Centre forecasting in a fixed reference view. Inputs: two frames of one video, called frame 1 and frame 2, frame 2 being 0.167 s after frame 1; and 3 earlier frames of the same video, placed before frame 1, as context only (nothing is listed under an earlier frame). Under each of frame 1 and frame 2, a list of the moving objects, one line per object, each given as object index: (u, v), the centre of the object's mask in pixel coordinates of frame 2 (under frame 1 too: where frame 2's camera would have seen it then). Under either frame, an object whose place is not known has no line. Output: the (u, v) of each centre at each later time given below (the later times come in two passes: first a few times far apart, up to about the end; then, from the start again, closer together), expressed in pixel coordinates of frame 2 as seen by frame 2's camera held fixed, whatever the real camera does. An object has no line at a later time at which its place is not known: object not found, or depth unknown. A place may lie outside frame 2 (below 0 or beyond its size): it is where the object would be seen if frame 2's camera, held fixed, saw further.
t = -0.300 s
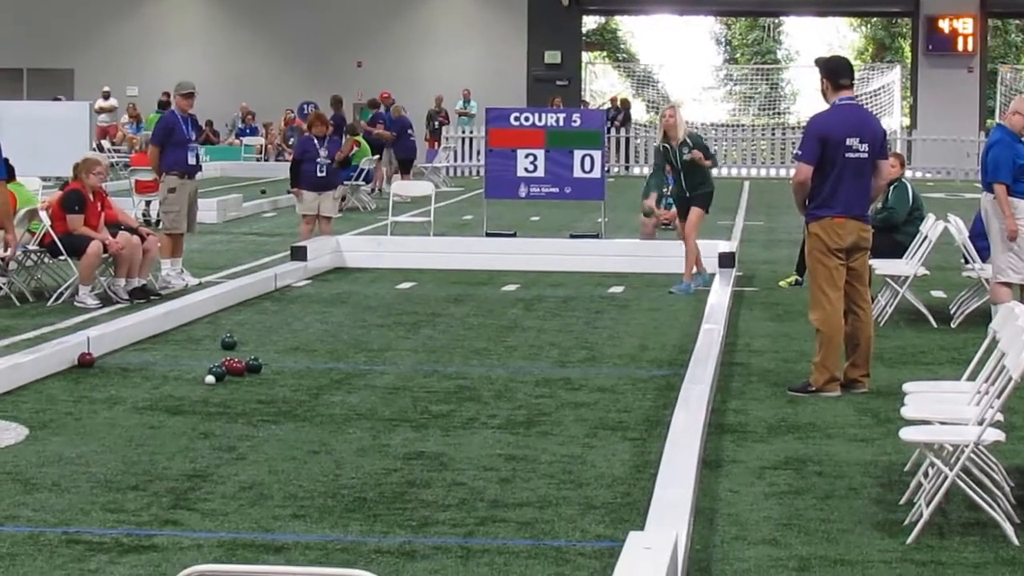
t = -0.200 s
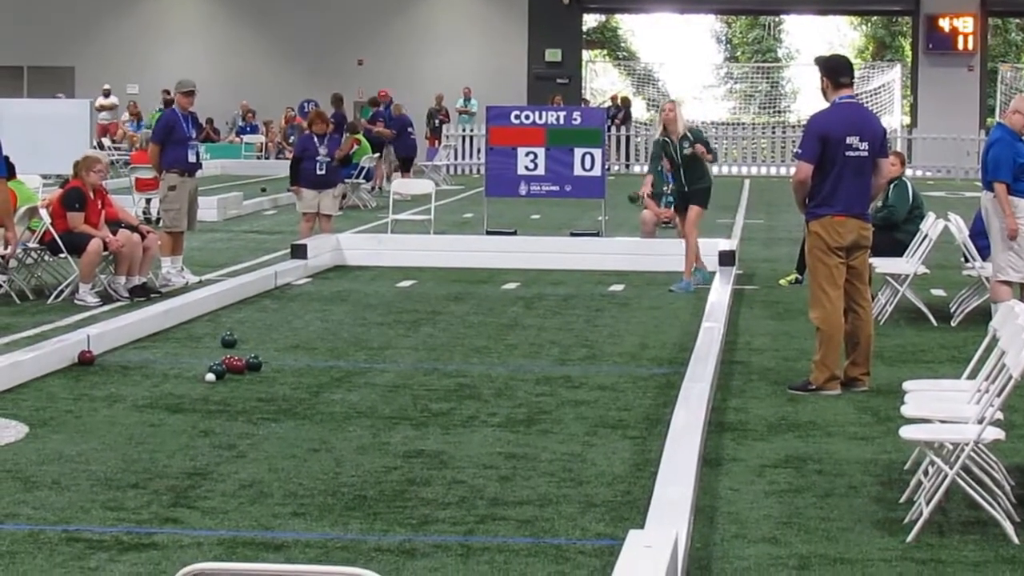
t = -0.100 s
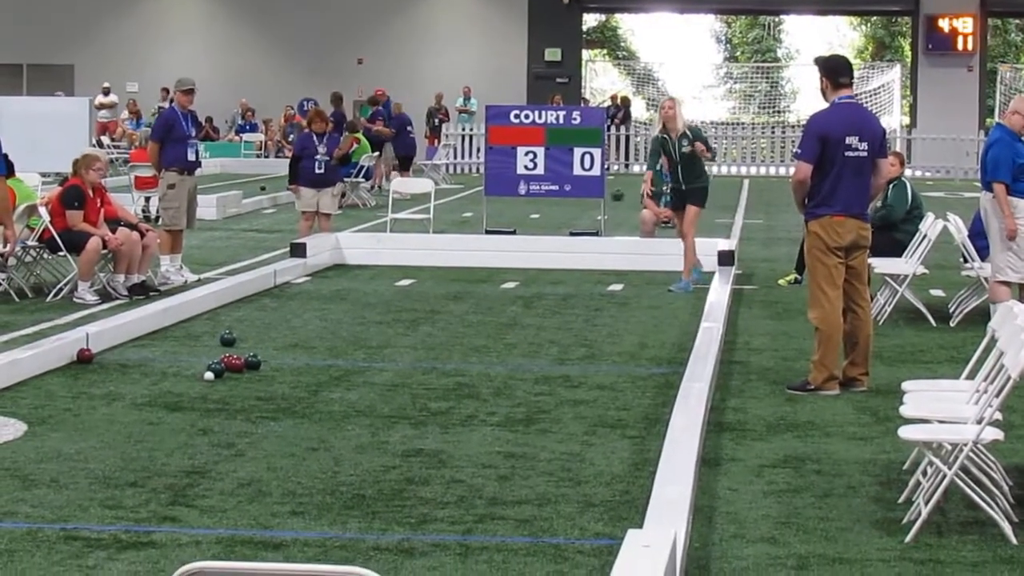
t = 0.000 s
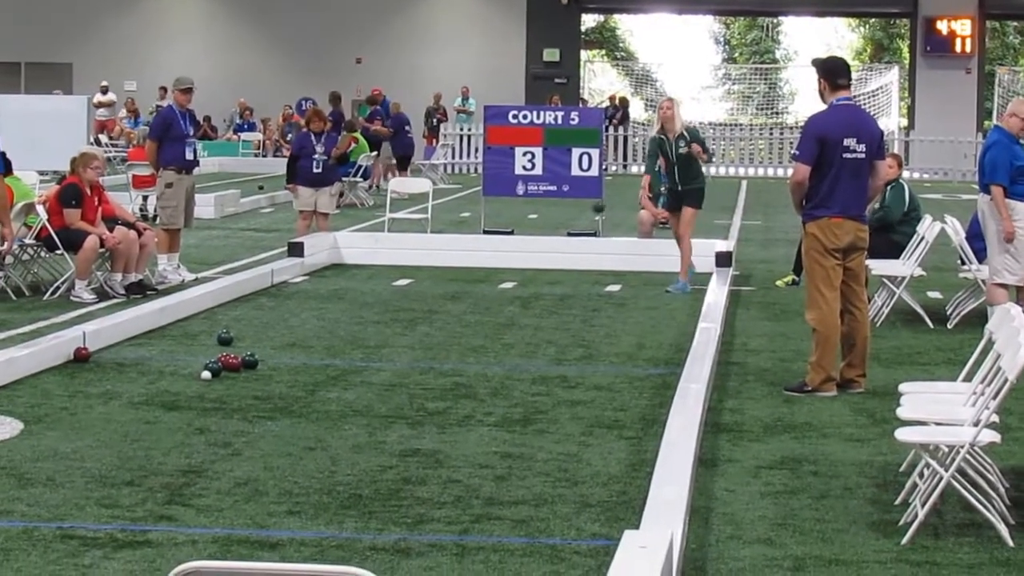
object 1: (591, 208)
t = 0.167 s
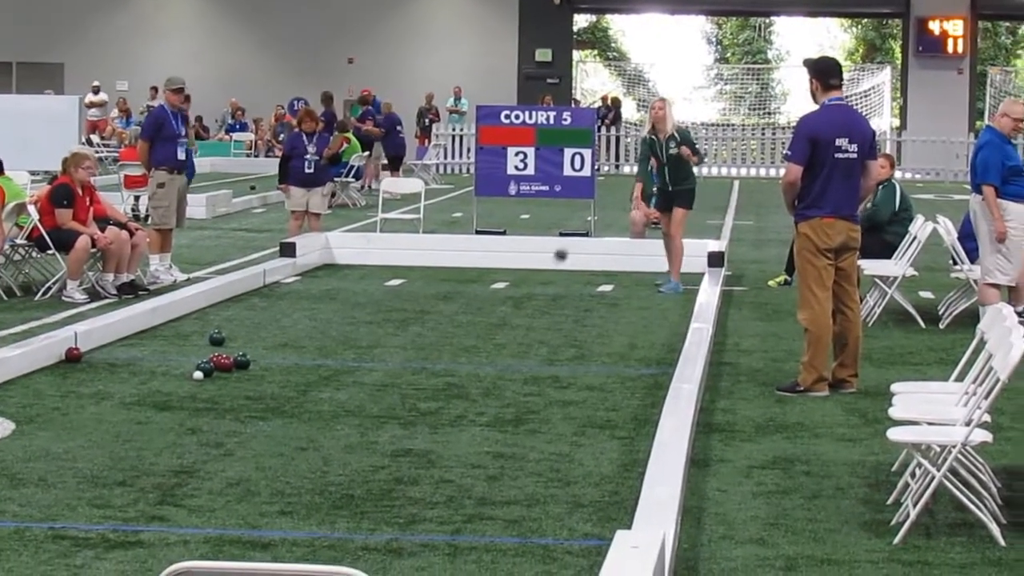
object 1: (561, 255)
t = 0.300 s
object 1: (536, 313)
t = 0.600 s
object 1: (502, 286)
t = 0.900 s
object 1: (467, 318)
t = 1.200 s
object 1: (432, 336)
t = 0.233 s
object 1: (547, 288)
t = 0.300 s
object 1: (536, 313)
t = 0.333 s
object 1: (532, 304)
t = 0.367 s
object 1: (529, 295)
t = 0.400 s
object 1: (525, 290)
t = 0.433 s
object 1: (521, 287)
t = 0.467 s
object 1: (518, 283)
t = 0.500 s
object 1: (514, 282)
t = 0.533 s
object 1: (510, 282)
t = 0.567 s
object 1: (507, 282)
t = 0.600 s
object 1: (502, 286)
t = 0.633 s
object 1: (498, 289)
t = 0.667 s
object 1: (494, 296)
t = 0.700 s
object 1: (490, 305)
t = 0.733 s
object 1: (486, 314)
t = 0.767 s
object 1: (482, 326)
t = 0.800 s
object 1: (477, 327)
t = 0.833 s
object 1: (474, 323)
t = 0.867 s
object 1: (470, 319)
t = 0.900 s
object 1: (467, 318)
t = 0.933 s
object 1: (463, 318)
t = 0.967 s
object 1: (458, 321)
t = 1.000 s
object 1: (455, 324)
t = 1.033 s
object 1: (451, 330)
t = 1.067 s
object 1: (449, 338)
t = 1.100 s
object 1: (444, 336)
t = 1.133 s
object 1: (440, 334)
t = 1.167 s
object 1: (436, 334)
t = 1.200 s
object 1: (432, 336)
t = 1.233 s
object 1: (428, 340)
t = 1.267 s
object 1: (424, 342)
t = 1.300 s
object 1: (420, 339)
